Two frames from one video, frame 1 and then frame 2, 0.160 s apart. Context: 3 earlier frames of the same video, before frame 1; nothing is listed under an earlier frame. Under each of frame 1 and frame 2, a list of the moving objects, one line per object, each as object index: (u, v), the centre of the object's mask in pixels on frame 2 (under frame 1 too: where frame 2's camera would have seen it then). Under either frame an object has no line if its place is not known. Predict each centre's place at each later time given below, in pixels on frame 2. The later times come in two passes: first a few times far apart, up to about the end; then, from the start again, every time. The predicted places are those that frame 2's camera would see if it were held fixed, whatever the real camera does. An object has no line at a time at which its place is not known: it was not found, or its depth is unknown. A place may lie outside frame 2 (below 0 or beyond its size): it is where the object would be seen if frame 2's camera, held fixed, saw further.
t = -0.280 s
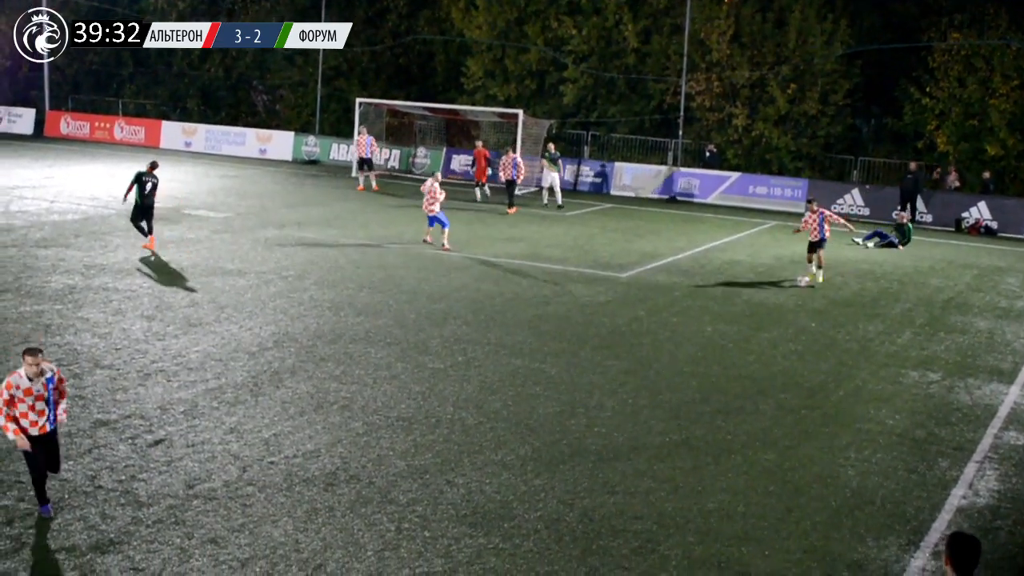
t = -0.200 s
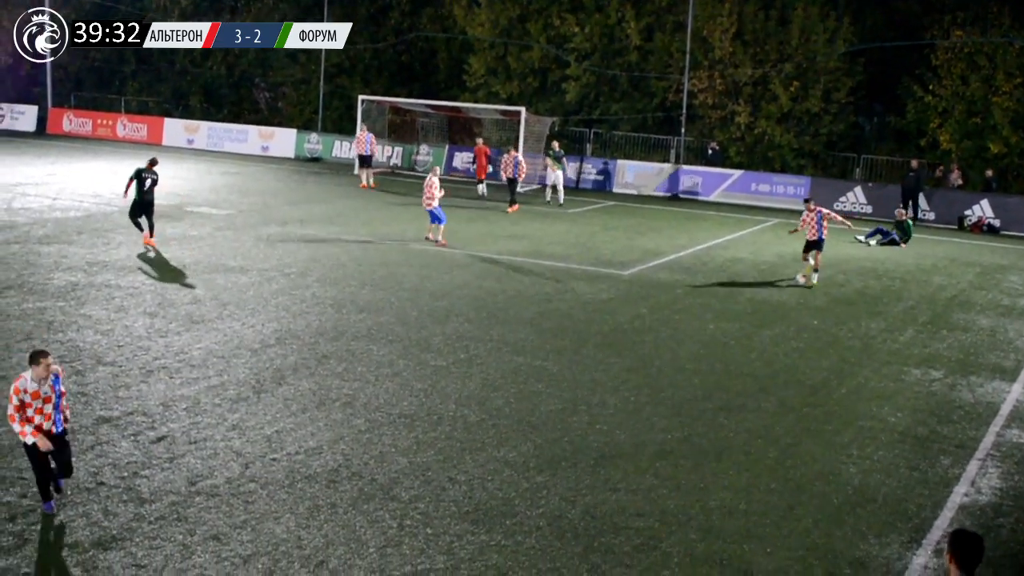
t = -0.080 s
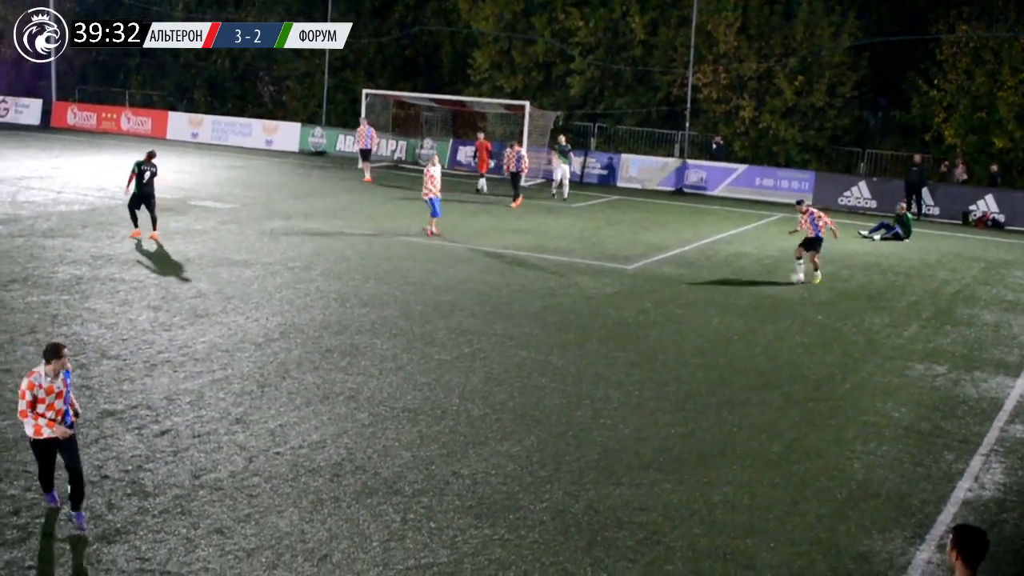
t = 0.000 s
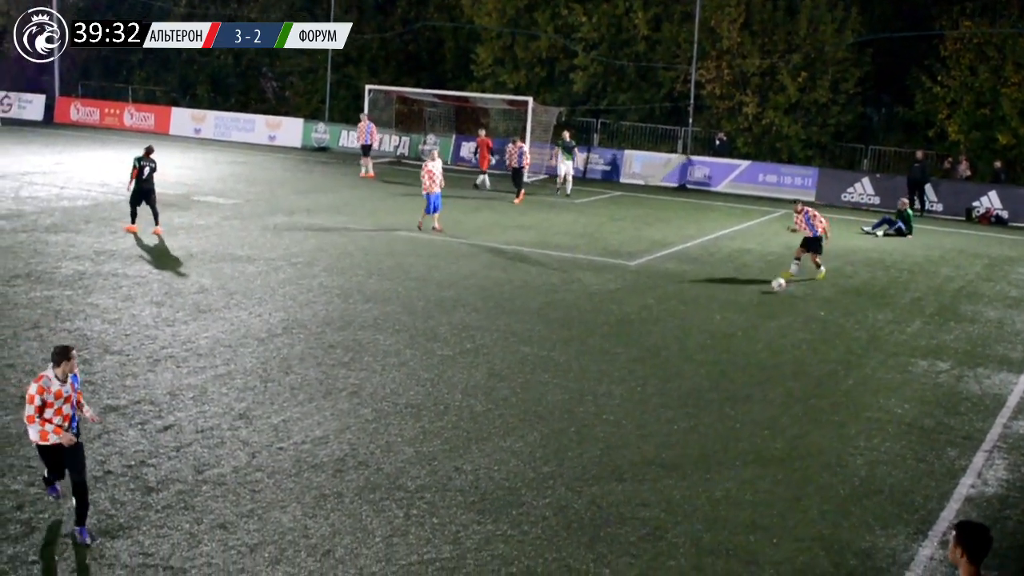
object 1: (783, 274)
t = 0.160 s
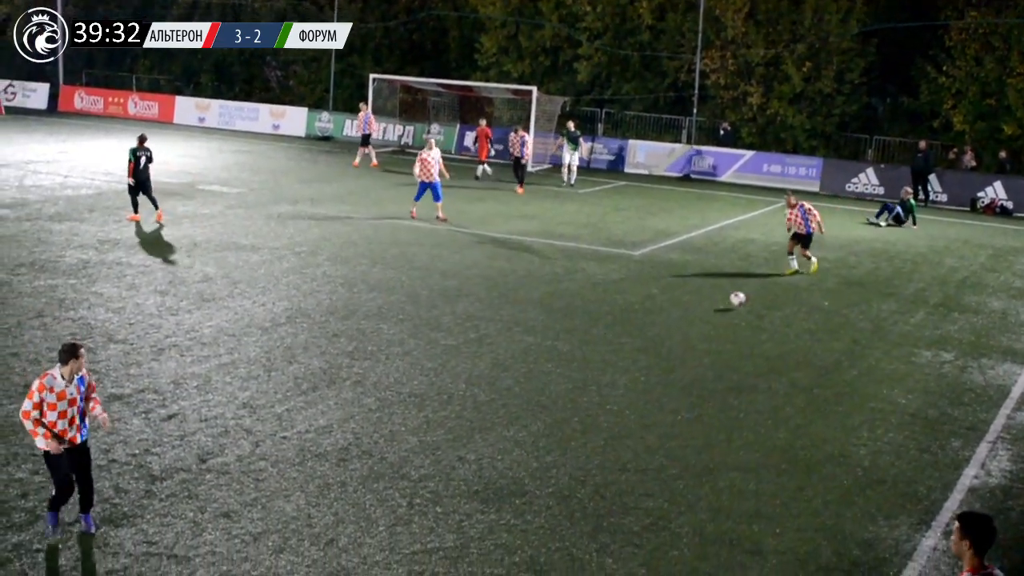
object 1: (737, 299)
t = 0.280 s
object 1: (701, 321)
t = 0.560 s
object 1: (613, 387)
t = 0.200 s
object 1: (726, 304)
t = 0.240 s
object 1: (714, 313)
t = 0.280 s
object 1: (701, 321)
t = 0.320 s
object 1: (688, 332)
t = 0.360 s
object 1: (675, 345)
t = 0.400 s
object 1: (664, 351)
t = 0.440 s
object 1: (652, 356)
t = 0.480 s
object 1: (640, 365)
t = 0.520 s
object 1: (627, 375)
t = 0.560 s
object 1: (613, 387)
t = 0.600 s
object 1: (599, 402)
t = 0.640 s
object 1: (586, 410)
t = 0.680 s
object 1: (574, 418)
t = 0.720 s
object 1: (563, 427)
